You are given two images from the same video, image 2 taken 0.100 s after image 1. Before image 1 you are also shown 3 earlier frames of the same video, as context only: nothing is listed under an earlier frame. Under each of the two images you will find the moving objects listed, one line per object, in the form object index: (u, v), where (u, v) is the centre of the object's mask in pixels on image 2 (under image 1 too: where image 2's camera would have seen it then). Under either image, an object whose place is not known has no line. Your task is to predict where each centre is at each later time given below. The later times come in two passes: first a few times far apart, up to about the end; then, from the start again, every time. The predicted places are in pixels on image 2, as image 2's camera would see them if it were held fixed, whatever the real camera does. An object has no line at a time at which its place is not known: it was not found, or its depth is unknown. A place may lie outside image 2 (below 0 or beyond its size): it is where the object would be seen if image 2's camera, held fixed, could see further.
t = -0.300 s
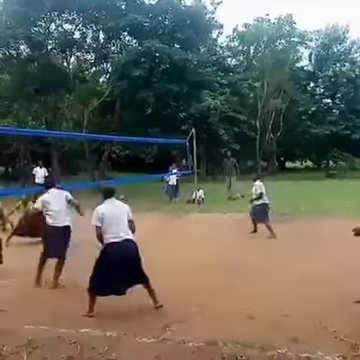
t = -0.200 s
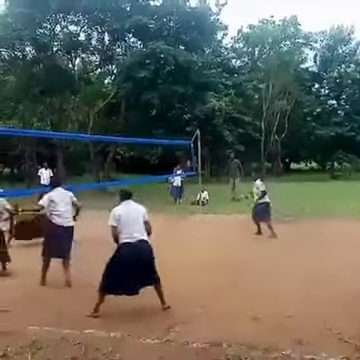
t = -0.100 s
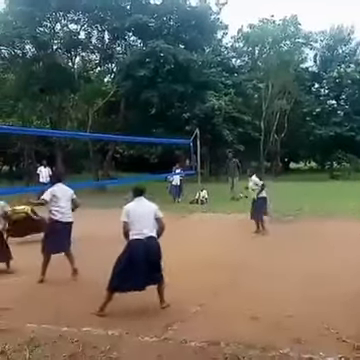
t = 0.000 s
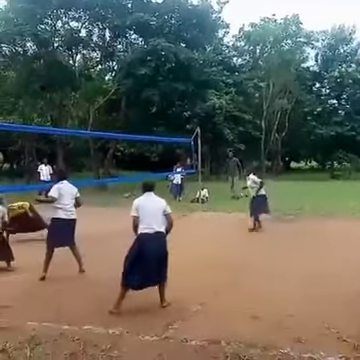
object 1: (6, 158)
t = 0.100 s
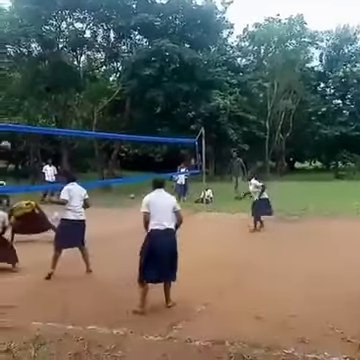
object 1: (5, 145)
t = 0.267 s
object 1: (10, 136)
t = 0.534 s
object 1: (20, 148)
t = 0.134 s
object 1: (6, 142)
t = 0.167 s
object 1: (7, 141)
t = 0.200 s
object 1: (8, 139)
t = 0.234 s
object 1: (9, 136)
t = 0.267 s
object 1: (10, 136)
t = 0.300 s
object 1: (11, 136)
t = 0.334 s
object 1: (12, 136)
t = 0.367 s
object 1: (14, 136)
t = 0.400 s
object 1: (15, 137)
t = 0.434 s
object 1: (16, 140)
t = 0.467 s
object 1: (17, 142)
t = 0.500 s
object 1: (18, 145)
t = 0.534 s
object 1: (20, 148)
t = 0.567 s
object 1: (21, 153)
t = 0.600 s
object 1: (22, 157)
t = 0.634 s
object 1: (23, 162)
